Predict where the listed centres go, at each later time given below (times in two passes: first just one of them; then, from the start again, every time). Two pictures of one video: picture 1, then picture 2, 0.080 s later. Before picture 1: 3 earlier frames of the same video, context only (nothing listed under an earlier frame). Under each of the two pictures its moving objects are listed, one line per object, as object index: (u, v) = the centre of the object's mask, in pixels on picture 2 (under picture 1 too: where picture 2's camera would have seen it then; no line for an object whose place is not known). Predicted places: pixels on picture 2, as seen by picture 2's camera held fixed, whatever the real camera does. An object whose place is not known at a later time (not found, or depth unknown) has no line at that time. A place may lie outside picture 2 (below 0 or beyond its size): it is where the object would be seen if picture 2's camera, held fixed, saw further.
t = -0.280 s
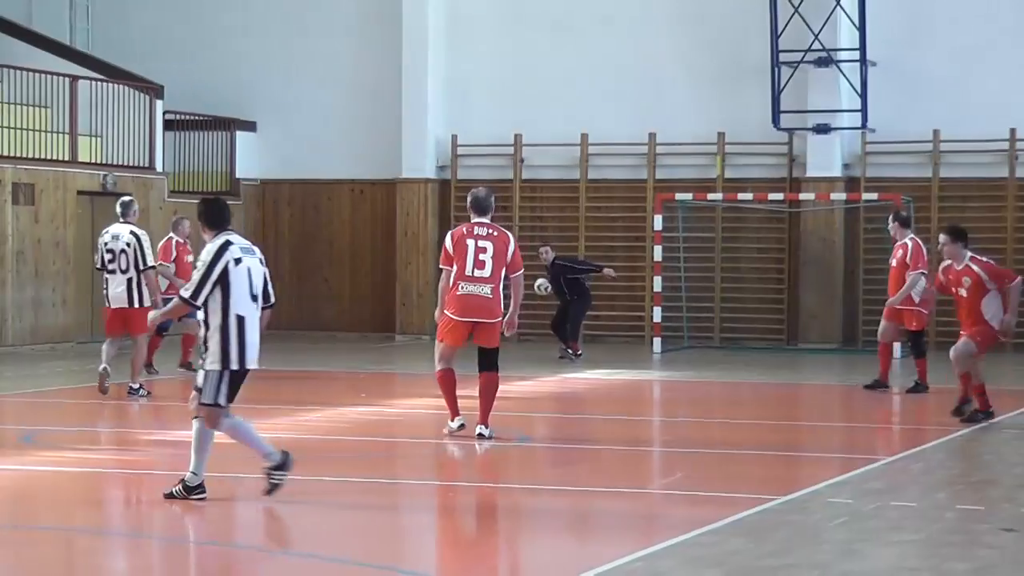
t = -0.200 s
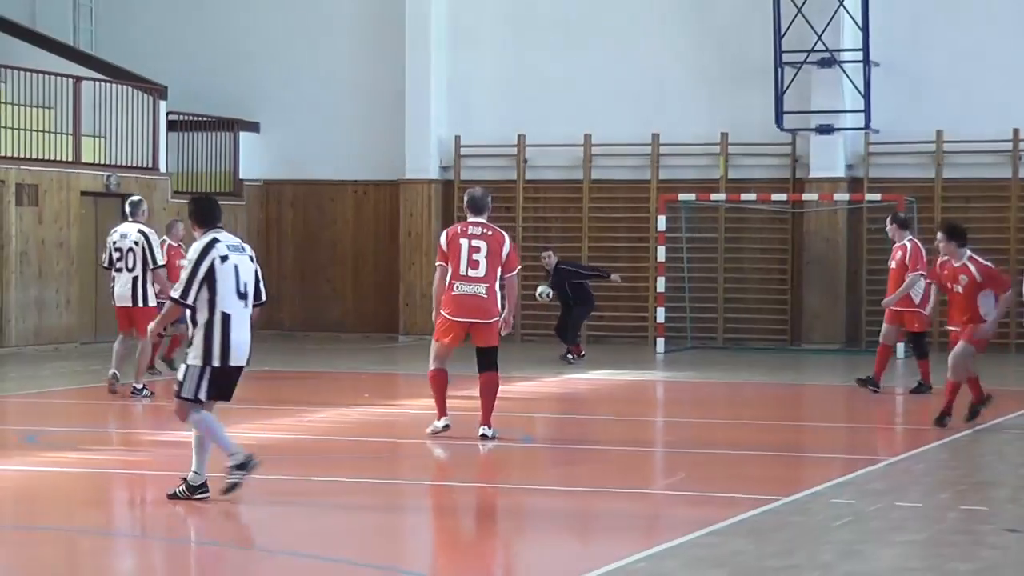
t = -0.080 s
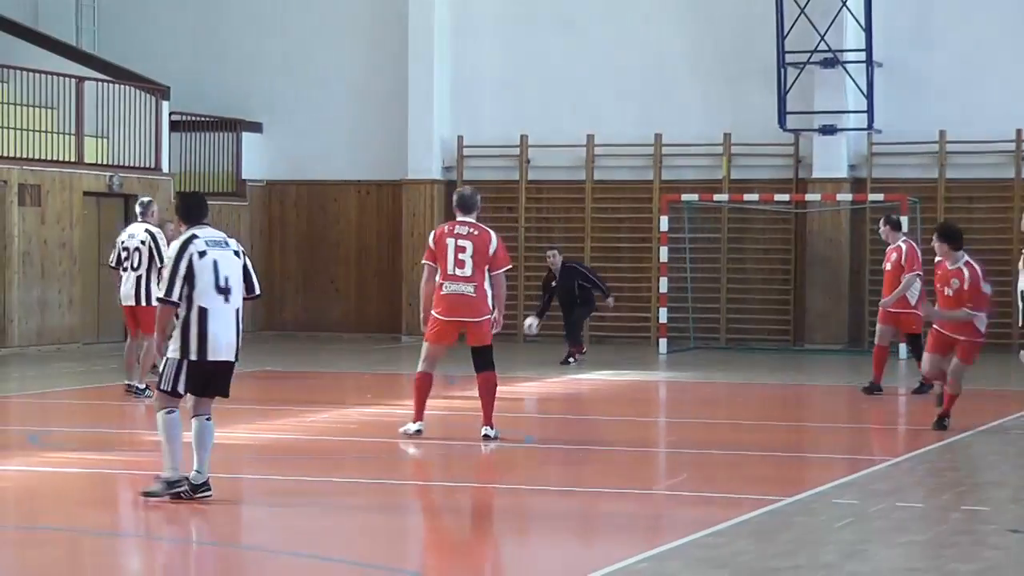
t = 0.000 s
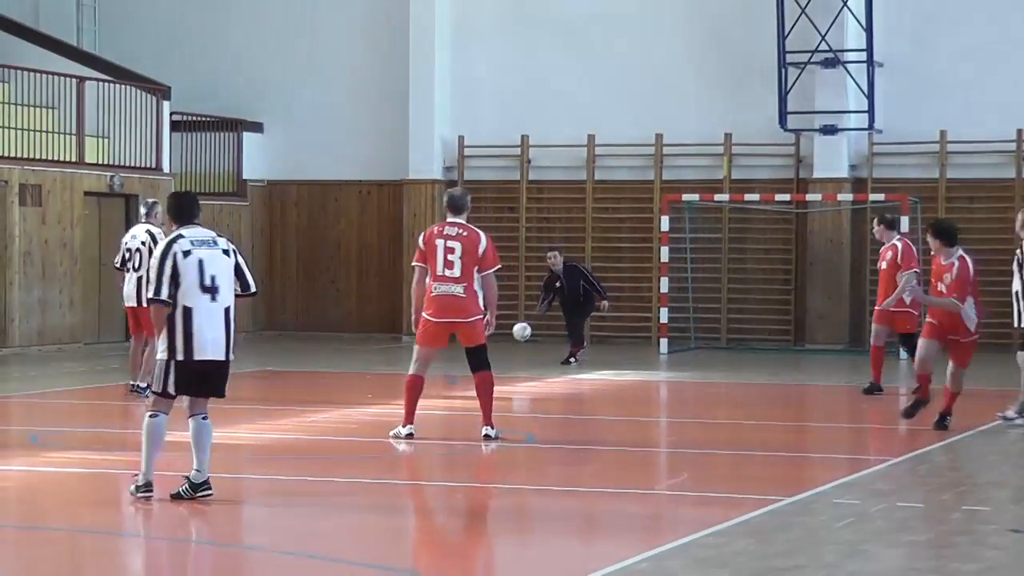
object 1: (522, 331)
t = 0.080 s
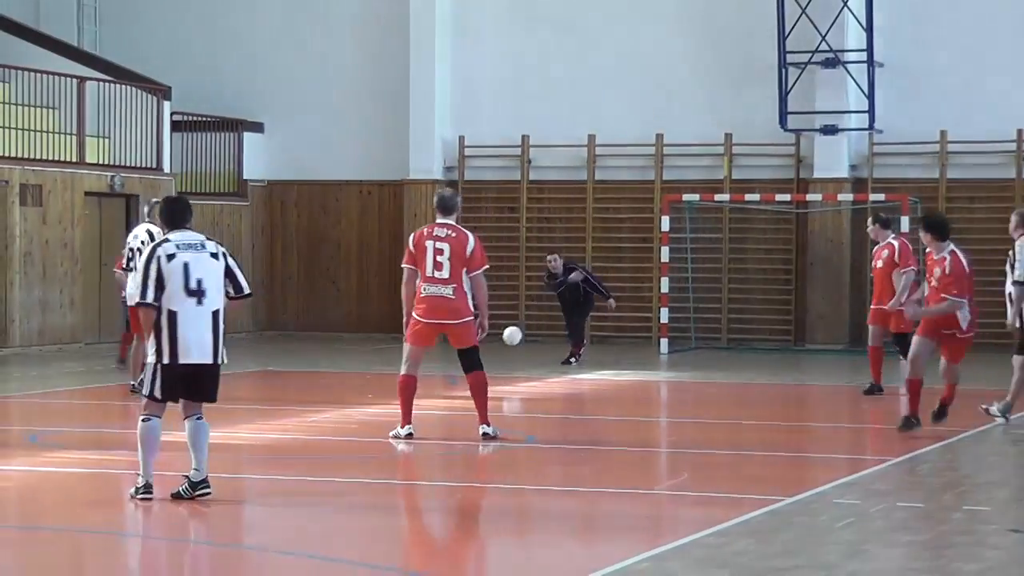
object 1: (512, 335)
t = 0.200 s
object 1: (495, 355)
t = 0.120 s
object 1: (507, 340)
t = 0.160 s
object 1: (501, 346)
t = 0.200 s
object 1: (495, 355)
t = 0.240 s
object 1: (489, 365)
